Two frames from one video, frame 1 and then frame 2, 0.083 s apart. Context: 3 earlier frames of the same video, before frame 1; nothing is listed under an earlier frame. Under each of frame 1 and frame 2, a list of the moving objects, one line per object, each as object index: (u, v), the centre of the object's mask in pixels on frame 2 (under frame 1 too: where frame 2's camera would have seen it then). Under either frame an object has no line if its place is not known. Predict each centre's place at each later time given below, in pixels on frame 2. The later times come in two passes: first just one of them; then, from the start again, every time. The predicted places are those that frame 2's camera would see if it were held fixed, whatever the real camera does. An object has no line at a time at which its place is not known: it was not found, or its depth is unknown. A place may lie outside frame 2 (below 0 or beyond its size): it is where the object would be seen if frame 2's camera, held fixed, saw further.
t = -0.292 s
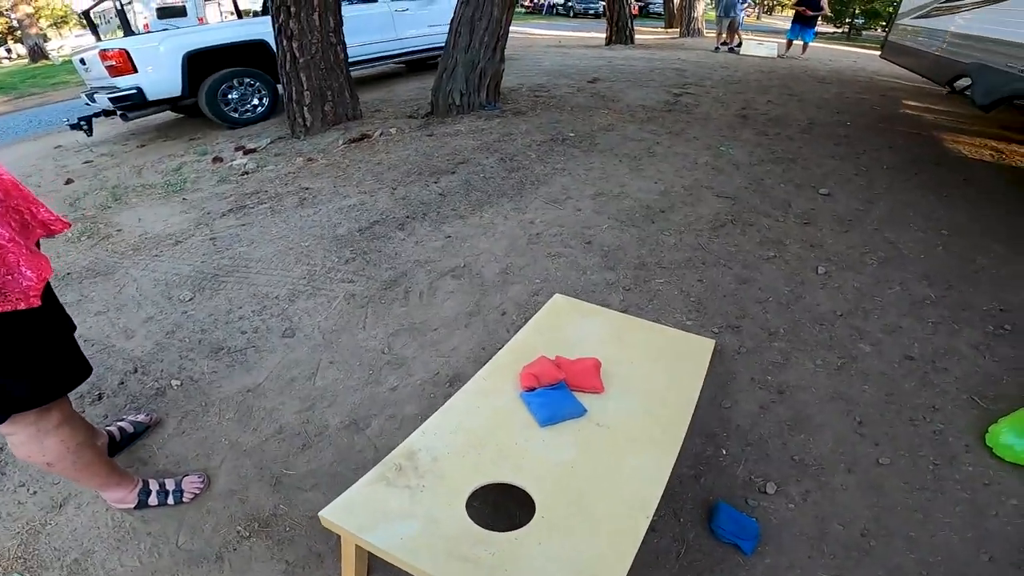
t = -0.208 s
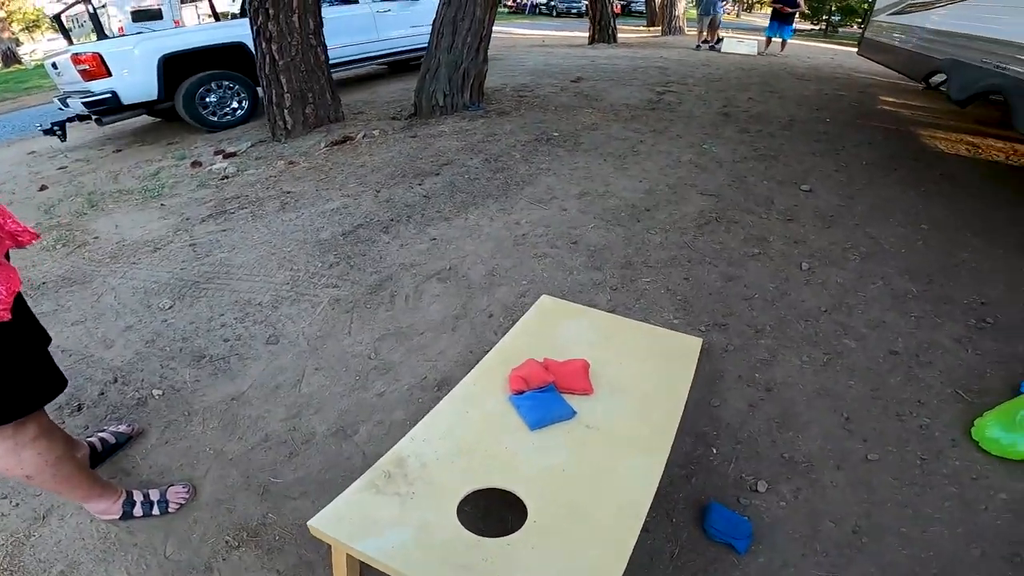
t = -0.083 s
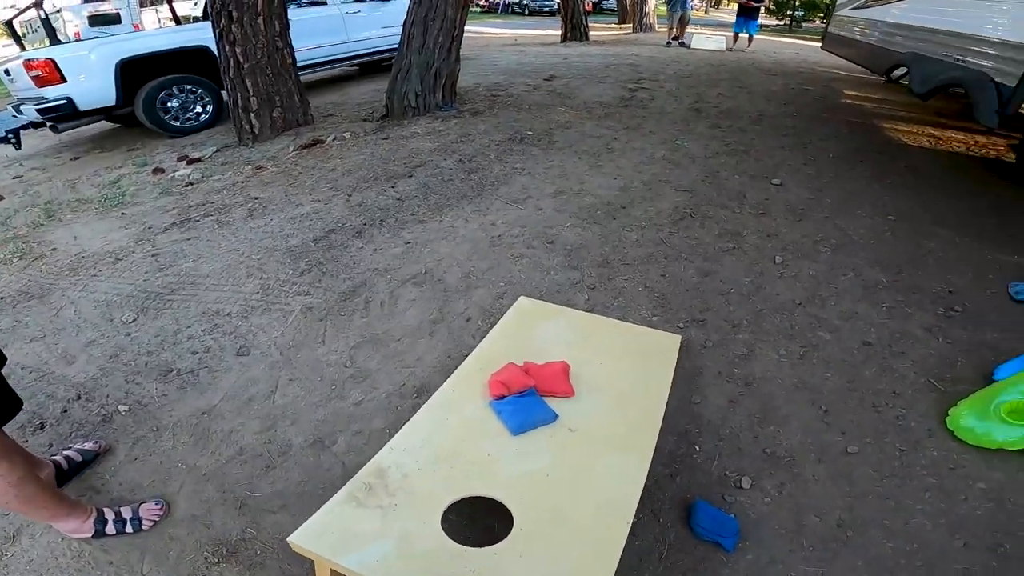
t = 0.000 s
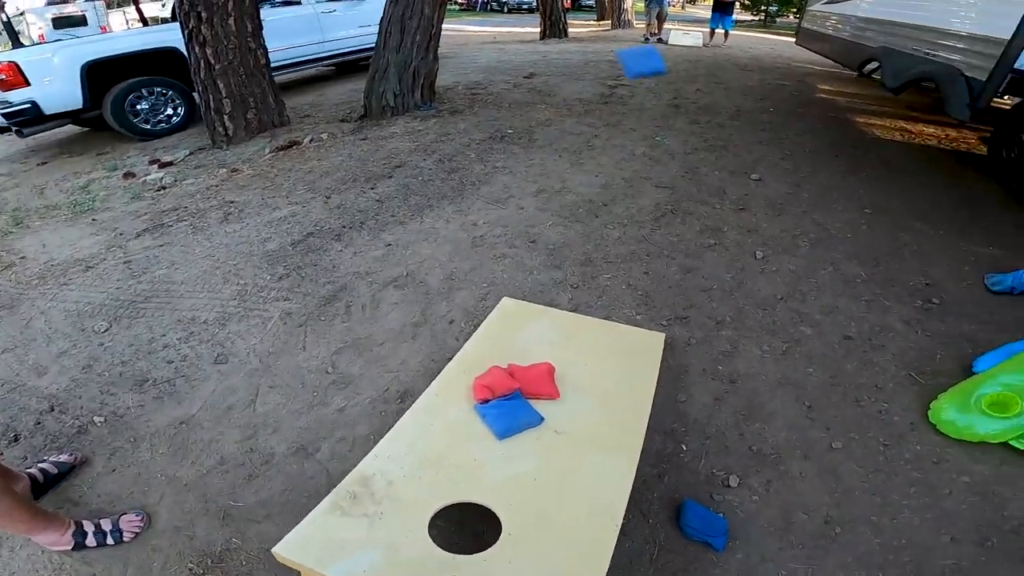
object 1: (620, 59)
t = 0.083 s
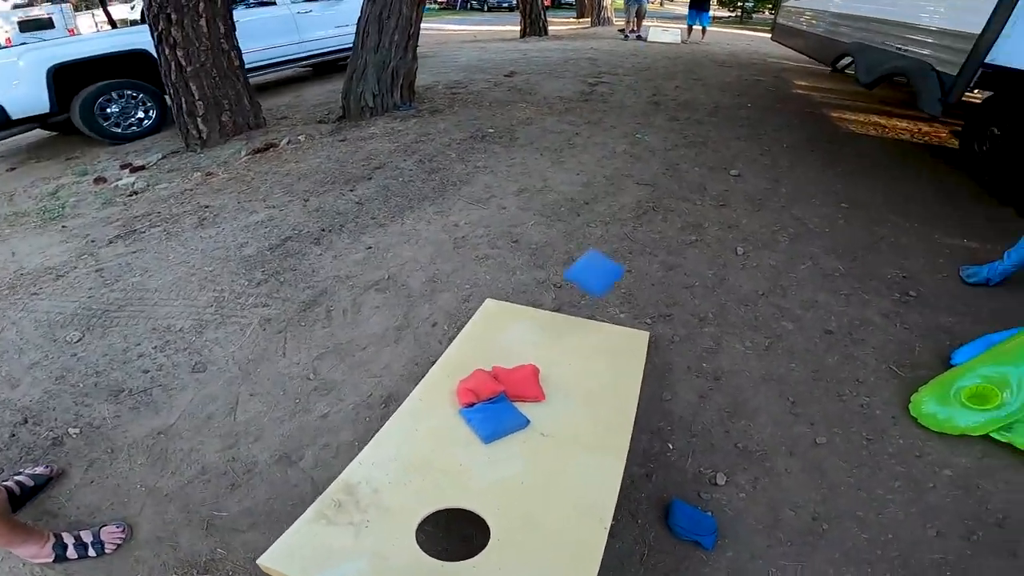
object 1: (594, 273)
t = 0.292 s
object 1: (576, 386)
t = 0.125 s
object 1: (582, 356)
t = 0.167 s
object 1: (582, 357)
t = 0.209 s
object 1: (581, 362)
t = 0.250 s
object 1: (578, 374)
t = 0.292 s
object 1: (576, 386)
